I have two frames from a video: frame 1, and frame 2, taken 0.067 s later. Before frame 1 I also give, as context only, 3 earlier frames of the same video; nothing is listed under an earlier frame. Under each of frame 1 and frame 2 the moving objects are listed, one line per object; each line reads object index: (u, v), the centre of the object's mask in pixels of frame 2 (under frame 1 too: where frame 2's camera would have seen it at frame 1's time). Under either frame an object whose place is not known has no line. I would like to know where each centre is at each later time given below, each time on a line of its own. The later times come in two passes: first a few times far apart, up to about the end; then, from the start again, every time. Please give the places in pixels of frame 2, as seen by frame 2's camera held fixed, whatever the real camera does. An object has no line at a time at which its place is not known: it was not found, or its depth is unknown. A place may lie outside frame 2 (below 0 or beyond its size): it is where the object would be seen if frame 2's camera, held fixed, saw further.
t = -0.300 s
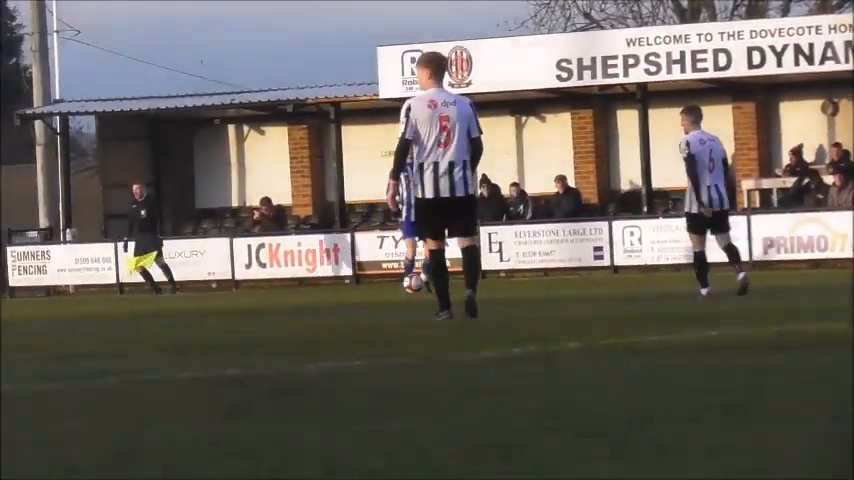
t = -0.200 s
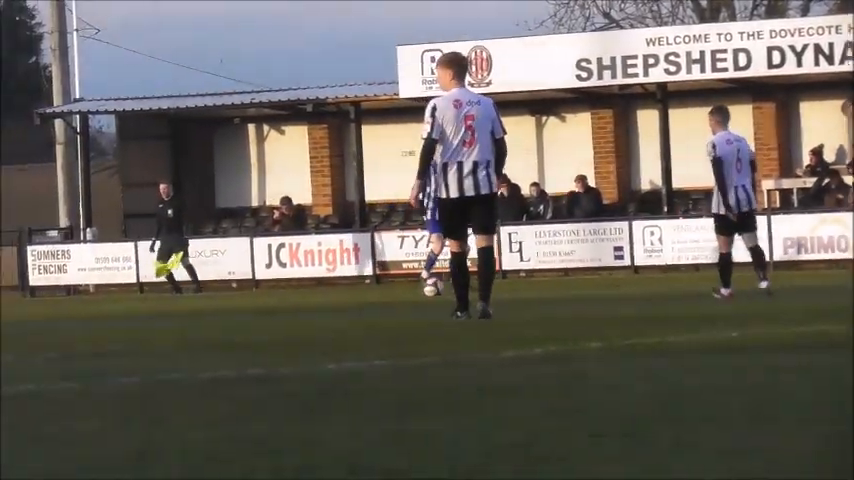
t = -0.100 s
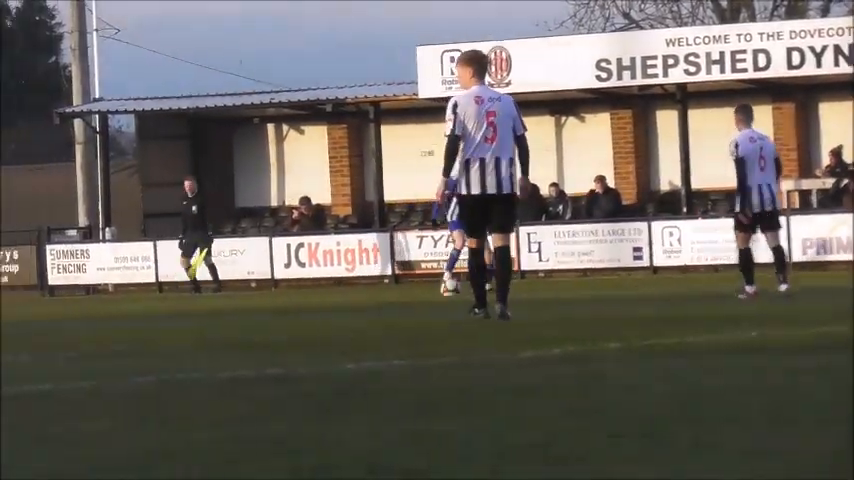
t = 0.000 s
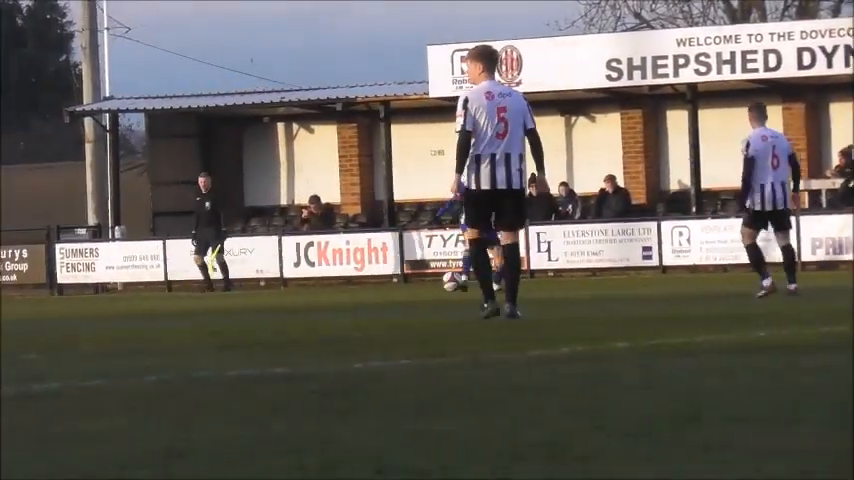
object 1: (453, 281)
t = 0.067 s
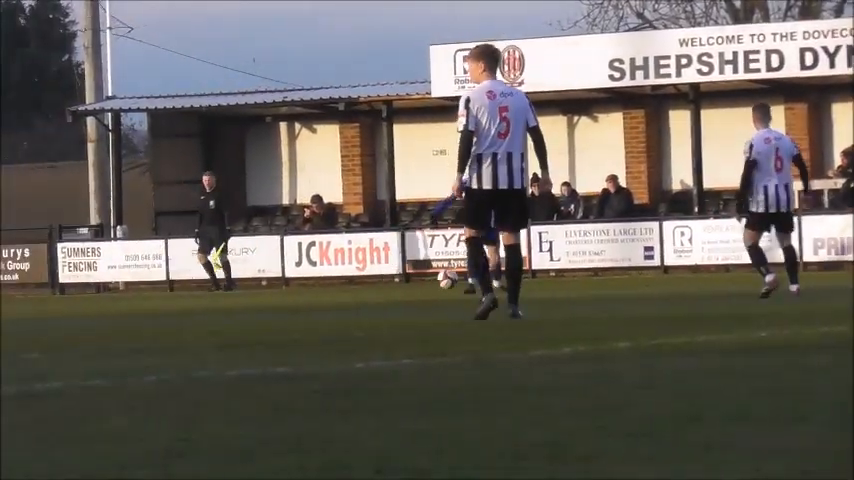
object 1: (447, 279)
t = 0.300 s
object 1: (423, 285)
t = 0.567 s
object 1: (401, 288)
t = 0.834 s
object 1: (384, 291)
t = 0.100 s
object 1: (443, 279)
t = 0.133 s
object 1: (441, 280)
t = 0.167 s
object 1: (436, 282)
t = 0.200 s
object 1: (431, 286)
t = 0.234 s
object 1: (429, 288)
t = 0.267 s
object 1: (426, 288)
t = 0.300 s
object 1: (423, 285)
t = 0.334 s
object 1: (421, 285)
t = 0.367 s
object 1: (418, 284)
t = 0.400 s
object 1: (415, 285)
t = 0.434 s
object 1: (413, 286)
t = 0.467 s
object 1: (409, 289)
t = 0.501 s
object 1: (406, 290)
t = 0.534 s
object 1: (404, 290)
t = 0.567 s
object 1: (401, 288)
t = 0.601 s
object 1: (399, 289)
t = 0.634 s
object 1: (398, 289)
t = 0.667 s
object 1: (396, 289)
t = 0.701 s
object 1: (392, 289)
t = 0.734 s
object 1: (391, 288)
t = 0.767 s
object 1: (387, 290)
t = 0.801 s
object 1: (385, 290)
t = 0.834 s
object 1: (384, 291)
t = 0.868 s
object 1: (381, 291)
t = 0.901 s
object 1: (378, 291)
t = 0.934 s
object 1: (376, 291)
